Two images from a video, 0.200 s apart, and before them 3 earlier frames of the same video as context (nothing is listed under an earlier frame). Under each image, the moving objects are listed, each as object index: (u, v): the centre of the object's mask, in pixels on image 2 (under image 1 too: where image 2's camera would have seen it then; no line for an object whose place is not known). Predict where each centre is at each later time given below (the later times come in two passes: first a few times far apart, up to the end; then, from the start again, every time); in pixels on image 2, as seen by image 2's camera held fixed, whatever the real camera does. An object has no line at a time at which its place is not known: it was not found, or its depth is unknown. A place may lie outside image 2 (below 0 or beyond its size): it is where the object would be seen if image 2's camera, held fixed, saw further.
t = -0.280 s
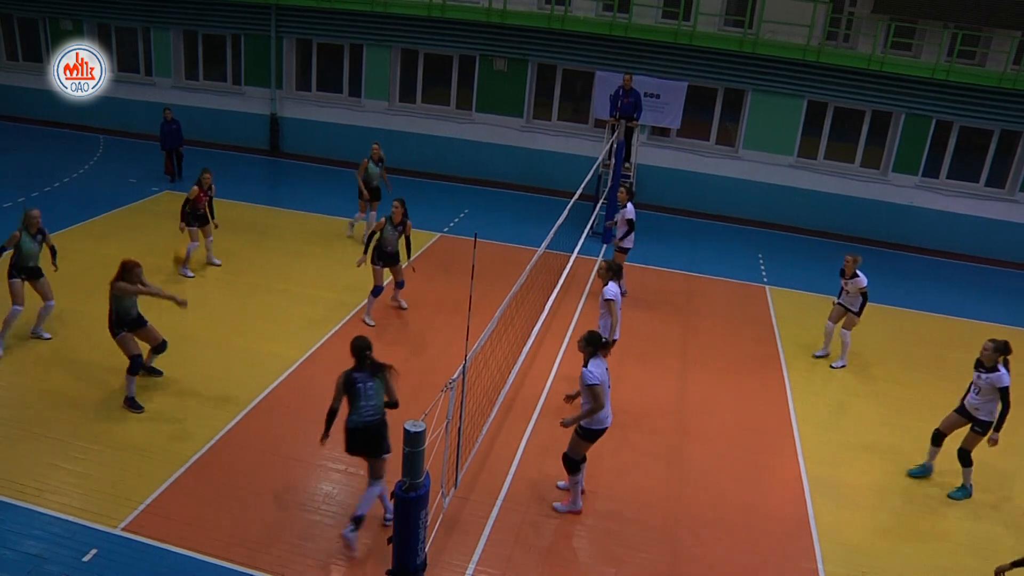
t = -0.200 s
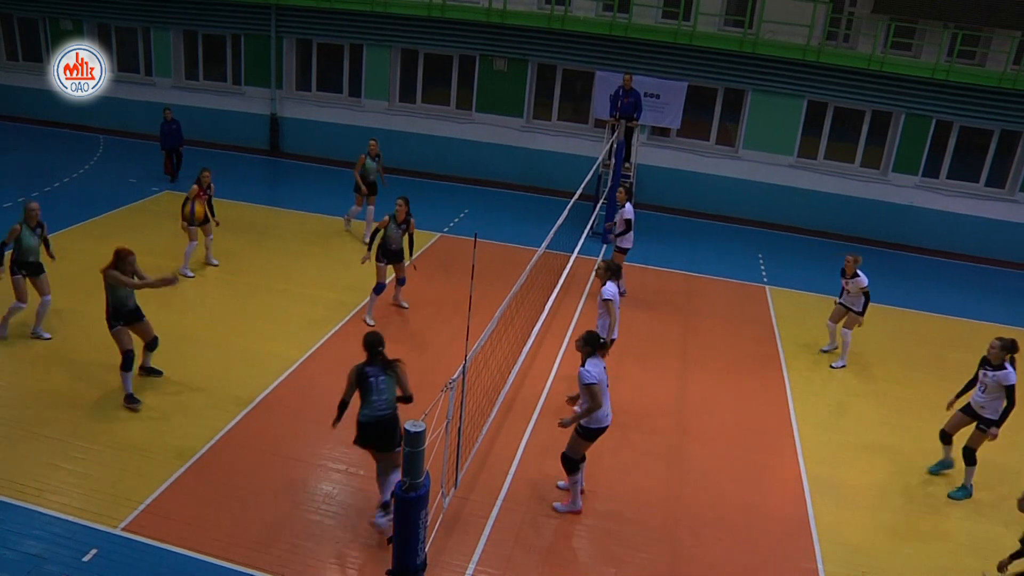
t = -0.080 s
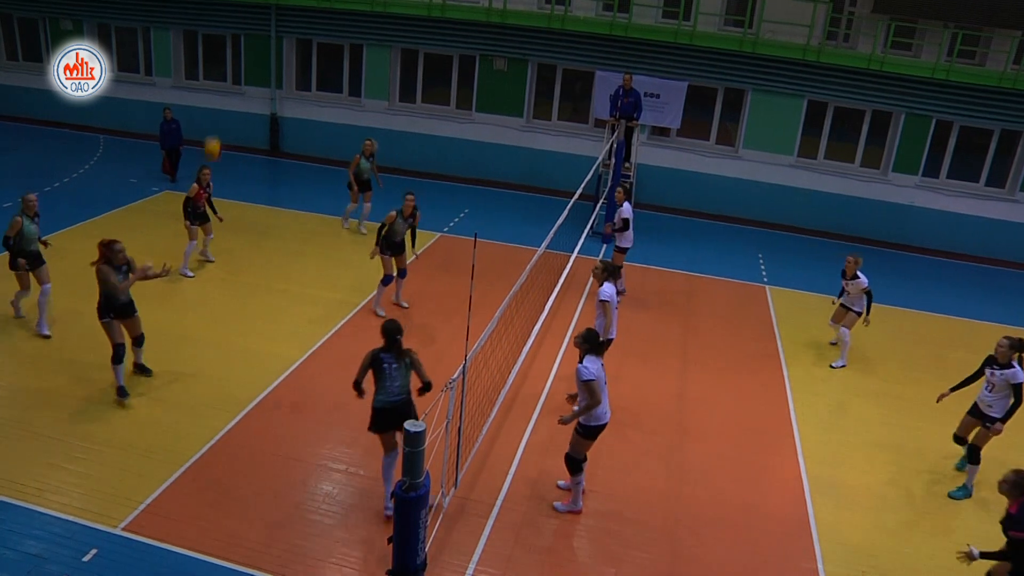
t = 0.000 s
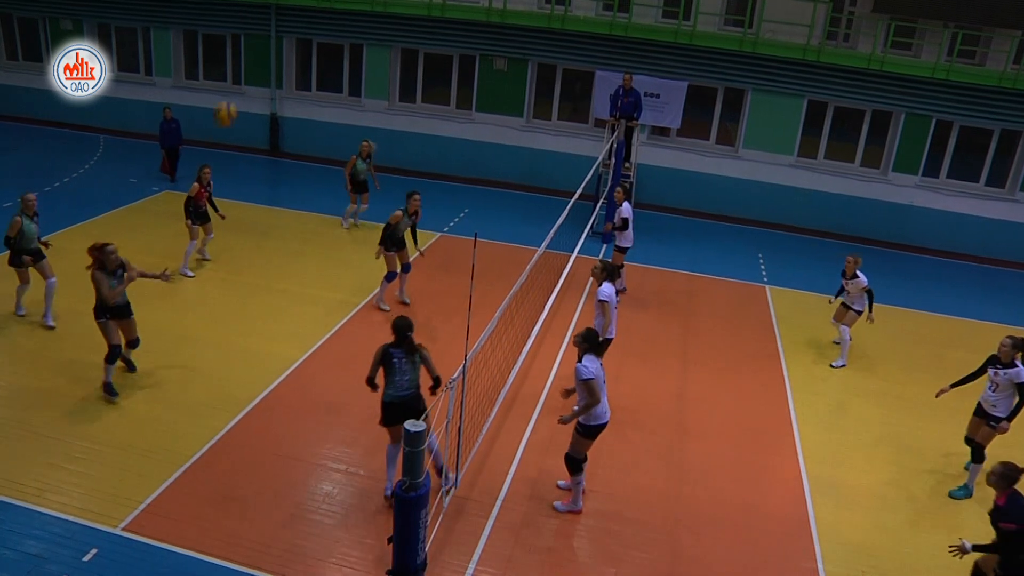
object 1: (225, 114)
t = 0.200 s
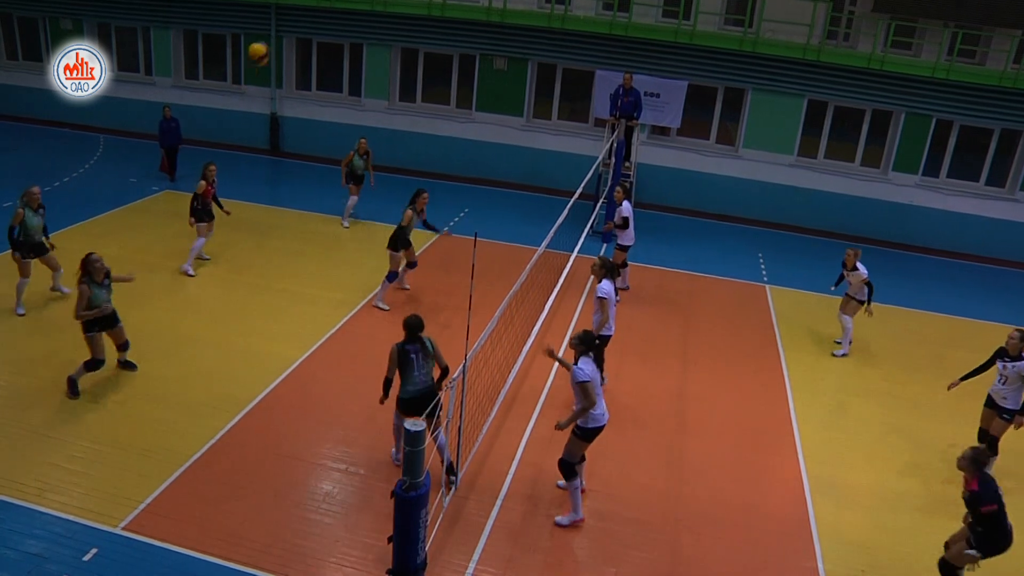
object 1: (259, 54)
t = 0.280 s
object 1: (273, 40)
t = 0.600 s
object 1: (327, 61)
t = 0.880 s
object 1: (371, 167)
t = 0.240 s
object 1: (266, 47)
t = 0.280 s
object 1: (273, 40)
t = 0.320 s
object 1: (279, 38)
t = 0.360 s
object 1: (285, 35)
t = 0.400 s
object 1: (293, 35)
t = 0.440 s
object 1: (300, 37)
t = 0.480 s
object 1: (306, 40)
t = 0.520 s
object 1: (313, 45)
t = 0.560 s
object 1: (320, 52)
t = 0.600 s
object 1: (327, 61)
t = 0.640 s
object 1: (333, 71)
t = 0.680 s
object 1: (340, 83)
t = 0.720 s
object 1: (347, 97)
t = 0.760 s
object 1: (353, 112)
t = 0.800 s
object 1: (360, 129)
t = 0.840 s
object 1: (365, 146)
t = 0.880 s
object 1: (371, 167)
